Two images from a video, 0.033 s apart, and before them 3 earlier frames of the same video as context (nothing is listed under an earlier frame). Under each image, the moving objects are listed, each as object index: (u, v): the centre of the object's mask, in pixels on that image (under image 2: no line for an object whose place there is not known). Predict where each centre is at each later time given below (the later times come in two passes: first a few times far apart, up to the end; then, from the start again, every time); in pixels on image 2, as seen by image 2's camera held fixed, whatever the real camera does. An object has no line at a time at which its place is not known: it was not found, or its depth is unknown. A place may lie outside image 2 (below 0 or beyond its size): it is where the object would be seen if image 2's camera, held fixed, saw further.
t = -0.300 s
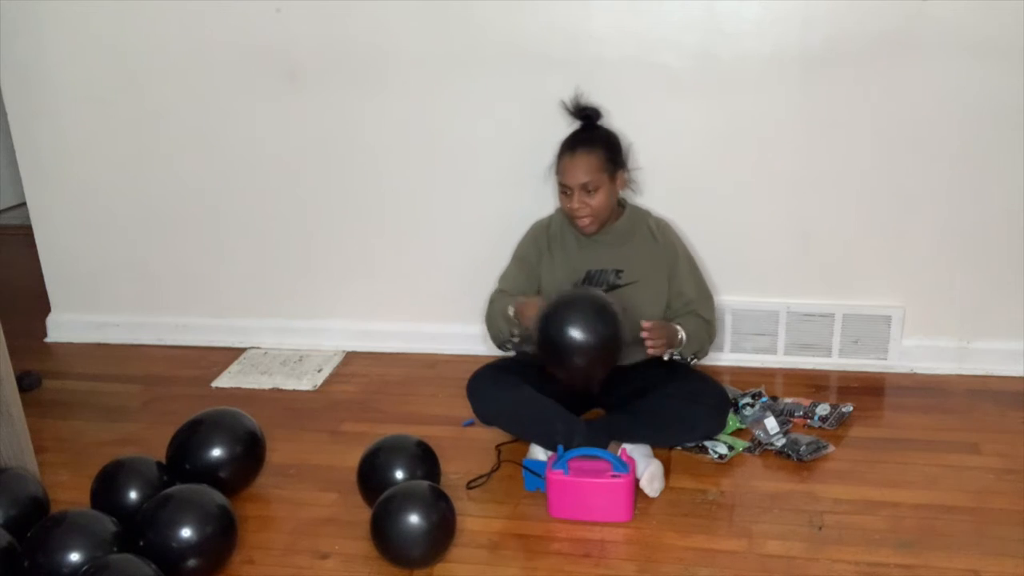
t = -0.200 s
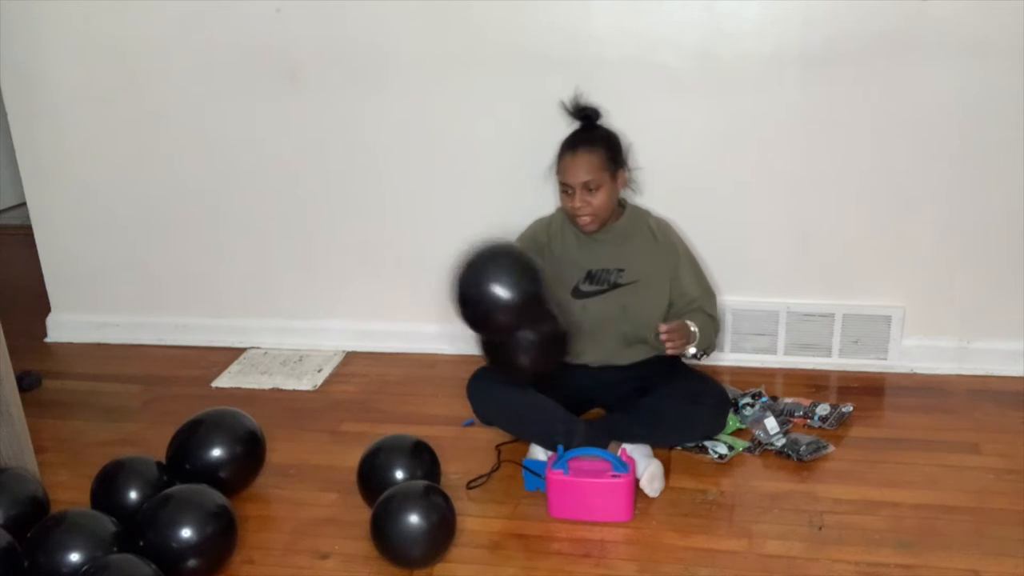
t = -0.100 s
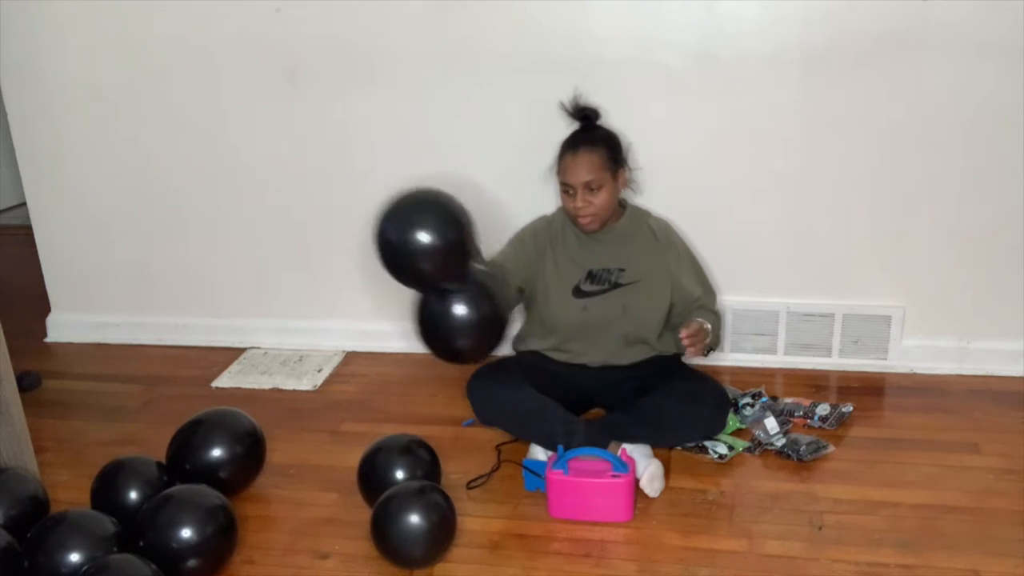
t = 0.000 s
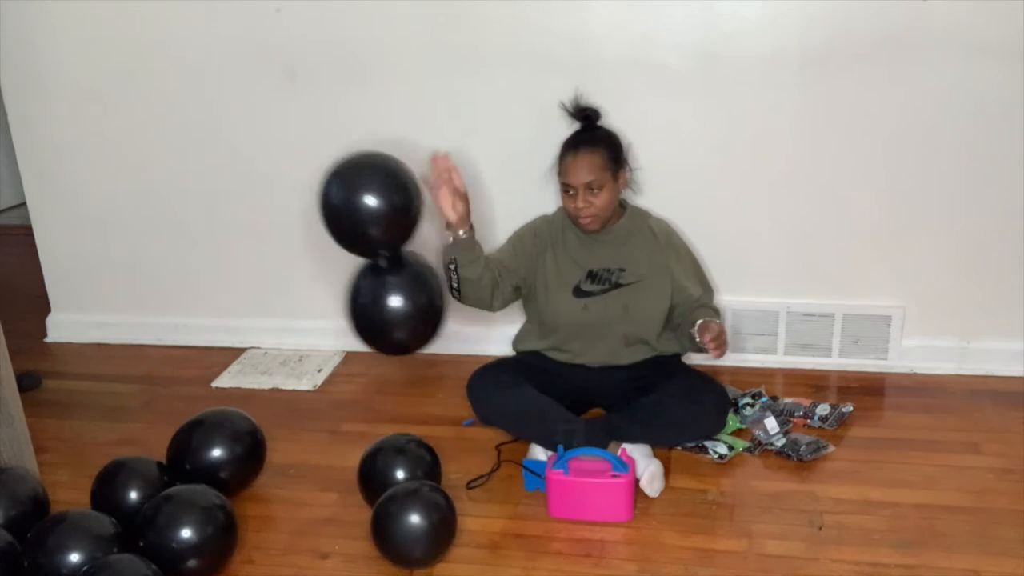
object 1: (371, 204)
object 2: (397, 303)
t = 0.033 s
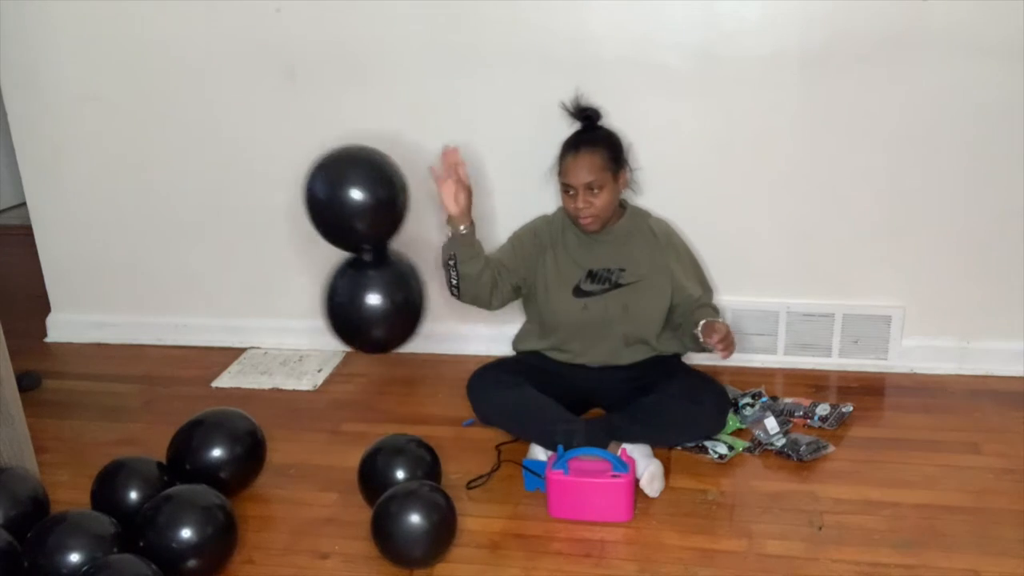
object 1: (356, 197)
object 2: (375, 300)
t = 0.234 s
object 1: (289, 205)
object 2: (257, 312)
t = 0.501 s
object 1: (214, 306)
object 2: (135, 395)
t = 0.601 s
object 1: (190, 363)
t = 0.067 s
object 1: (343, 194)
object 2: (354, 299)
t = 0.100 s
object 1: (331, 191)
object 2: (333, 300)
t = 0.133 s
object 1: (320, 191)
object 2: (313, 301)
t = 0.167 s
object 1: (309, 193)
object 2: (294, 304)
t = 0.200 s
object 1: (299, 198)
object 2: (275, 308)
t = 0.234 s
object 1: (289, 205)
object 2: (257, 312)
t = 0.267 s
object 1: (280, 212)
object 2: (239, 319)
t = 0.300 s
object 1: (270, 221)
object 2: (222, 327)
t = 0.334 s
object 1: (260, 232)
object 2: (207, 335)
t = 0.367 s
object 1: (250, 245)
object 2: (191, 344)
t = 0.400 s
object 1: (240, 259)
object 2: (177, 356)
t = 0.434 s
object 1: (231, 274)
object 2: (162, 368)
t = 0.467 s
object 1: (222, 289)
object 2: (148, 381)
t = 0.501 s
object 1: (214, 306)
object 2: (135, 395)
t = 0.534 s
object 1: (205, 324)
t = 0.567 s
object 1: (198, 343)
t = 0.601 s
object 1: (190, 363)
